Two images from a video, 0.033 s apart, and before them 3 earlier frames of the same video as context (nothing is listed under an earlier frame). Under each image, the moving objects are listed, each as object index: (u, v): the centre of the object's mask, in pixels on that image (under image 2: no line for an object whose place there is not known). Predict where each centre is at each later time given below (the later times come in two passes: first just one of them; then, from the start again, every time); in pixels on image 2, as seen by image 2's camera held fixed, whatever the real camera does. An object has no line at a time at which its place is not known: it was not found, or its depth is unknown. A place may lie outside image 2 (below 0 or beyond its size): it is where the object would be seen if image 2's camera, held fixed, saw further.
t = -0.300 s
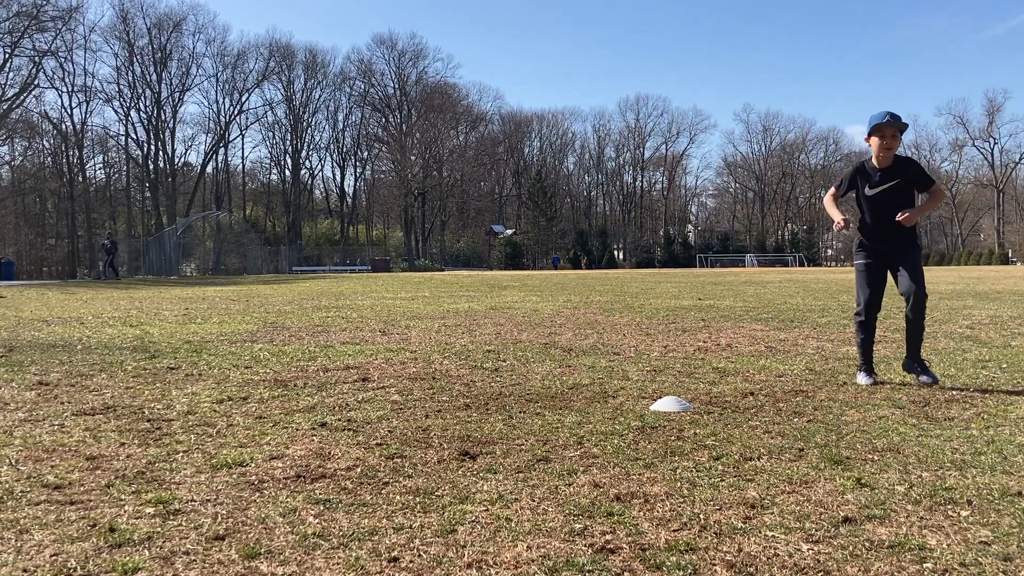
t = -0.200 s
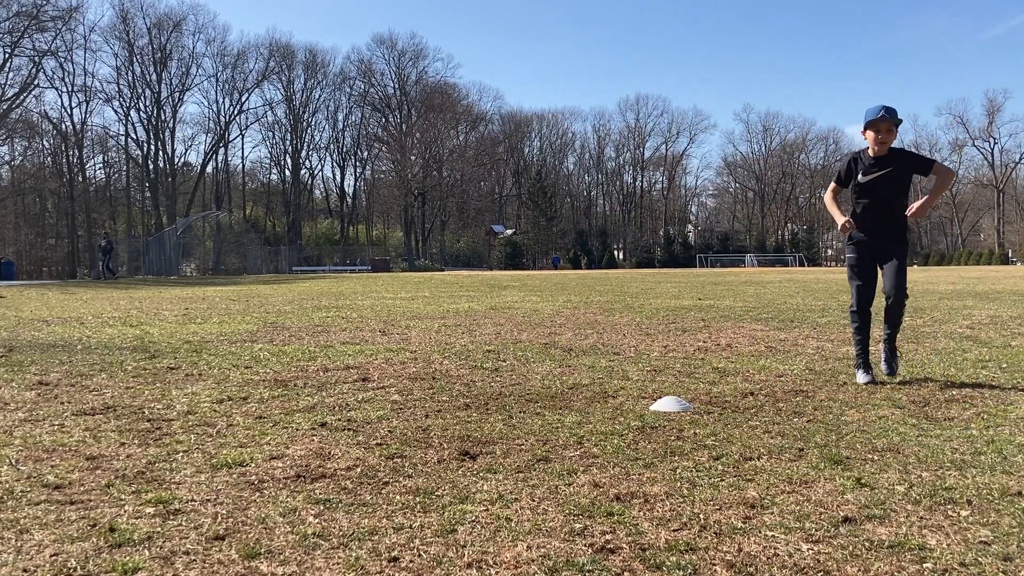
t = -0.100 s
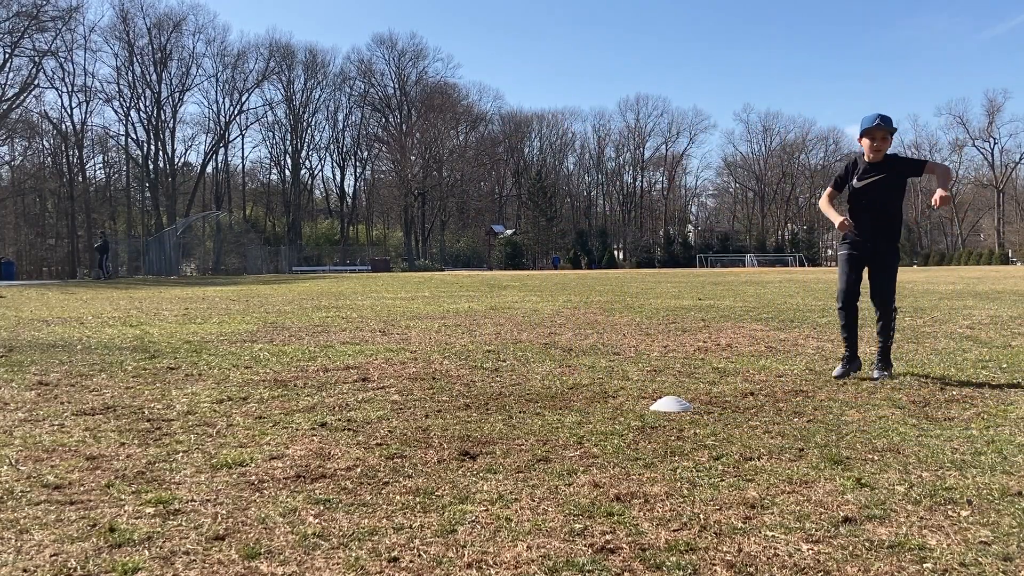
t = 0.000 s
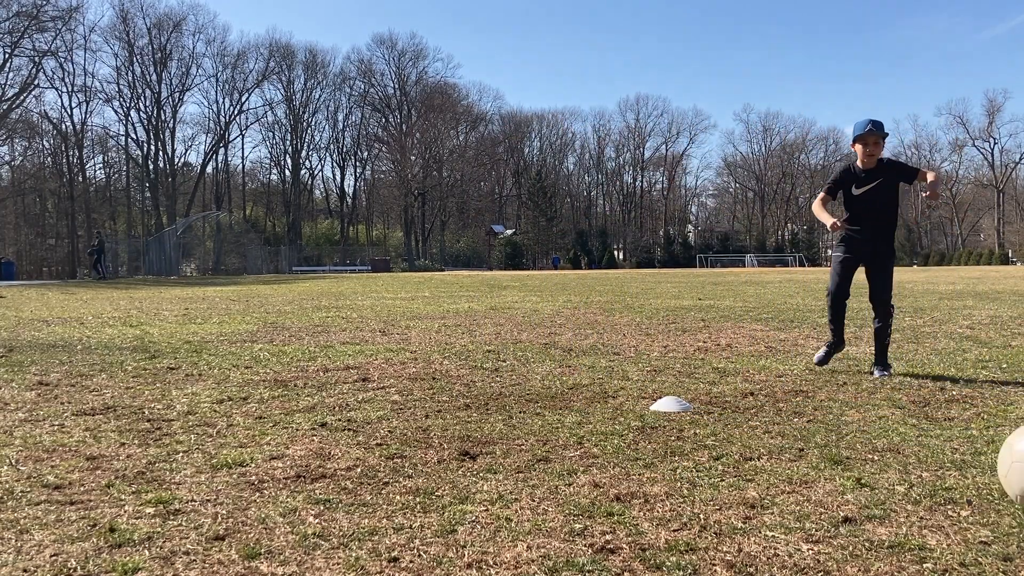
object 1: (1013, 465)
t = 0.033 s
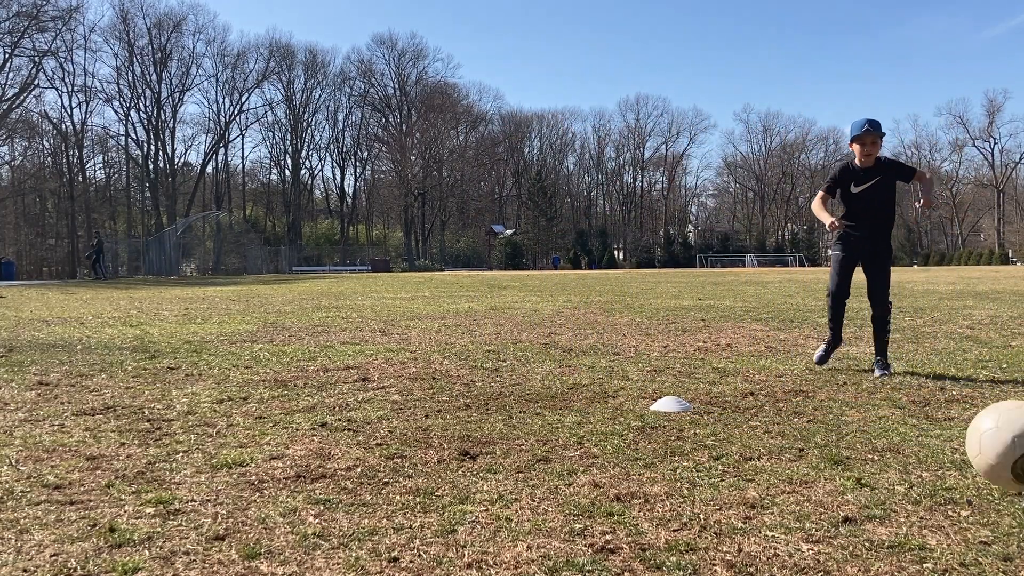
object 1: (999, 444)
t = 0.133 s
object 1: (933, 414)
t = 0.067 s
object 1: (983, 429)
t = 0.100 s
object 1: (958, 419)
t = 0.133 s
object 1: (933, 414)
